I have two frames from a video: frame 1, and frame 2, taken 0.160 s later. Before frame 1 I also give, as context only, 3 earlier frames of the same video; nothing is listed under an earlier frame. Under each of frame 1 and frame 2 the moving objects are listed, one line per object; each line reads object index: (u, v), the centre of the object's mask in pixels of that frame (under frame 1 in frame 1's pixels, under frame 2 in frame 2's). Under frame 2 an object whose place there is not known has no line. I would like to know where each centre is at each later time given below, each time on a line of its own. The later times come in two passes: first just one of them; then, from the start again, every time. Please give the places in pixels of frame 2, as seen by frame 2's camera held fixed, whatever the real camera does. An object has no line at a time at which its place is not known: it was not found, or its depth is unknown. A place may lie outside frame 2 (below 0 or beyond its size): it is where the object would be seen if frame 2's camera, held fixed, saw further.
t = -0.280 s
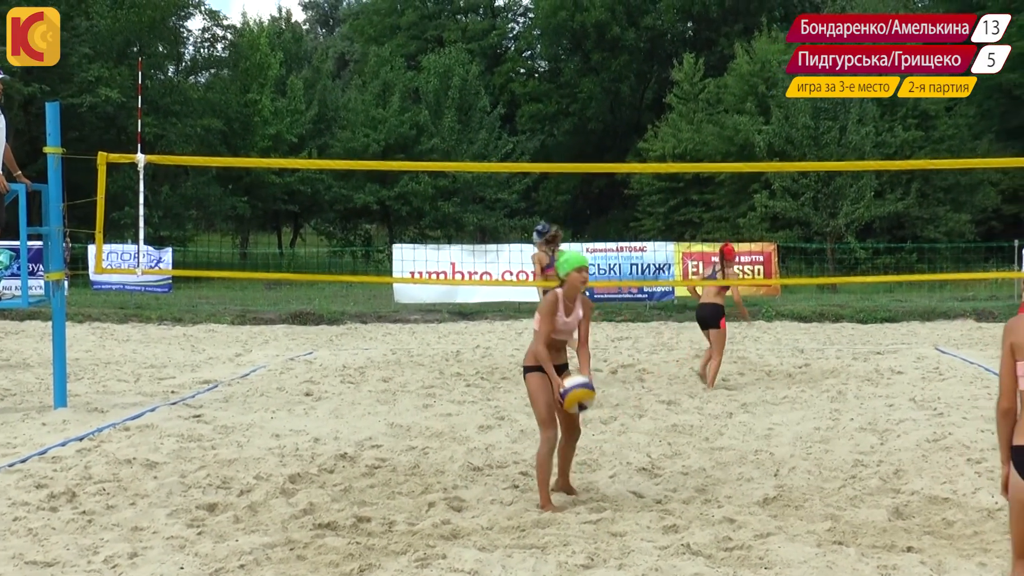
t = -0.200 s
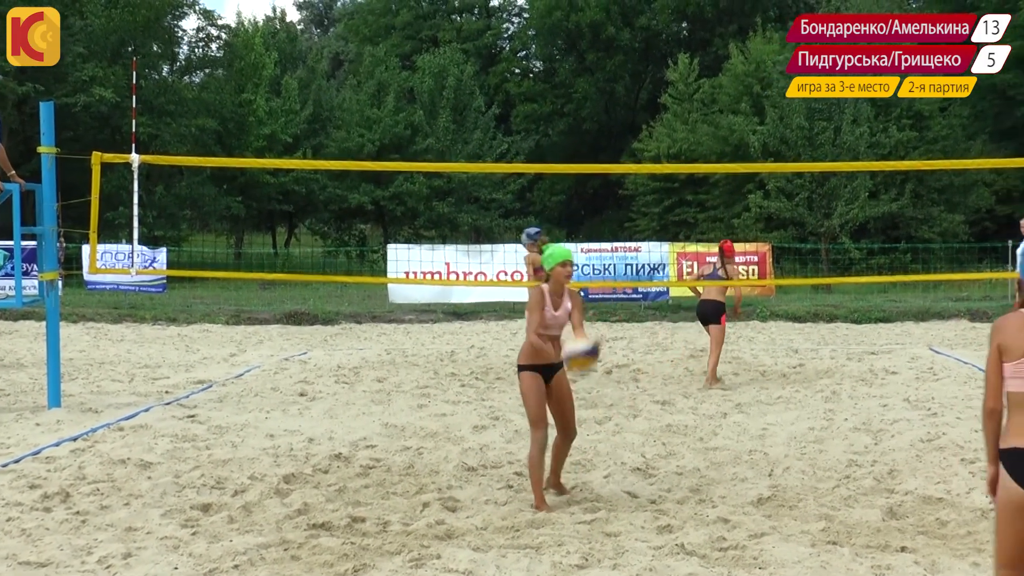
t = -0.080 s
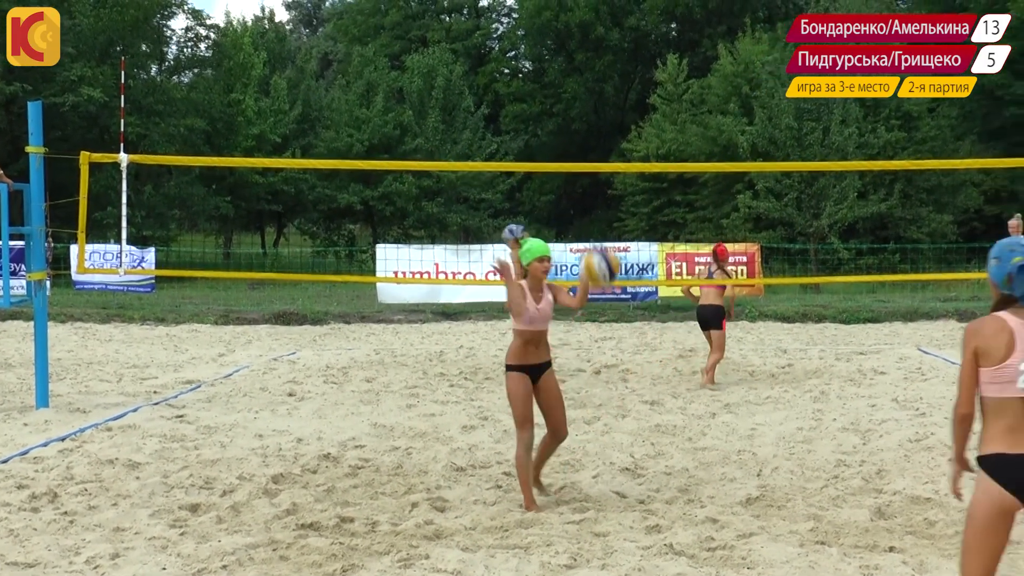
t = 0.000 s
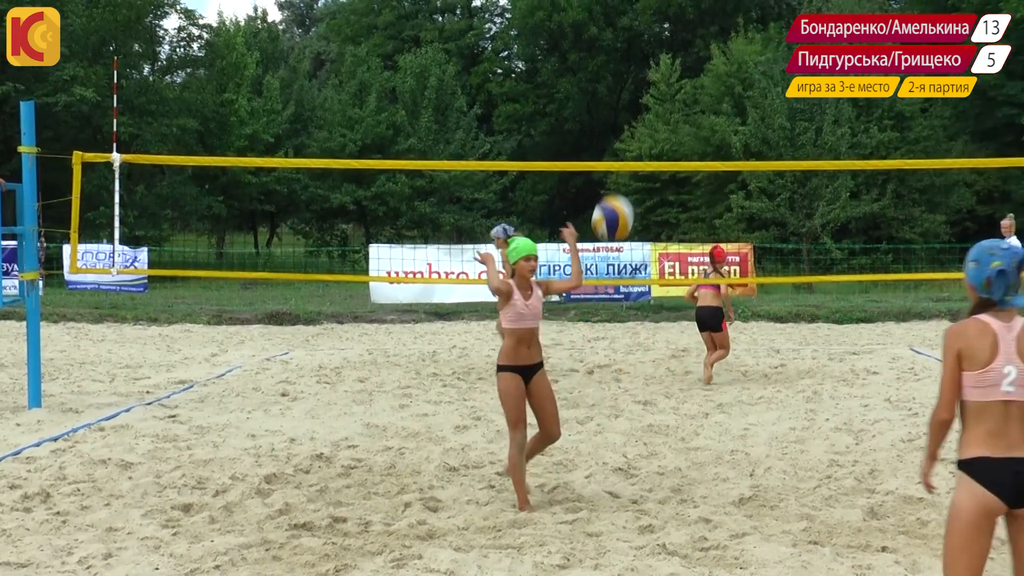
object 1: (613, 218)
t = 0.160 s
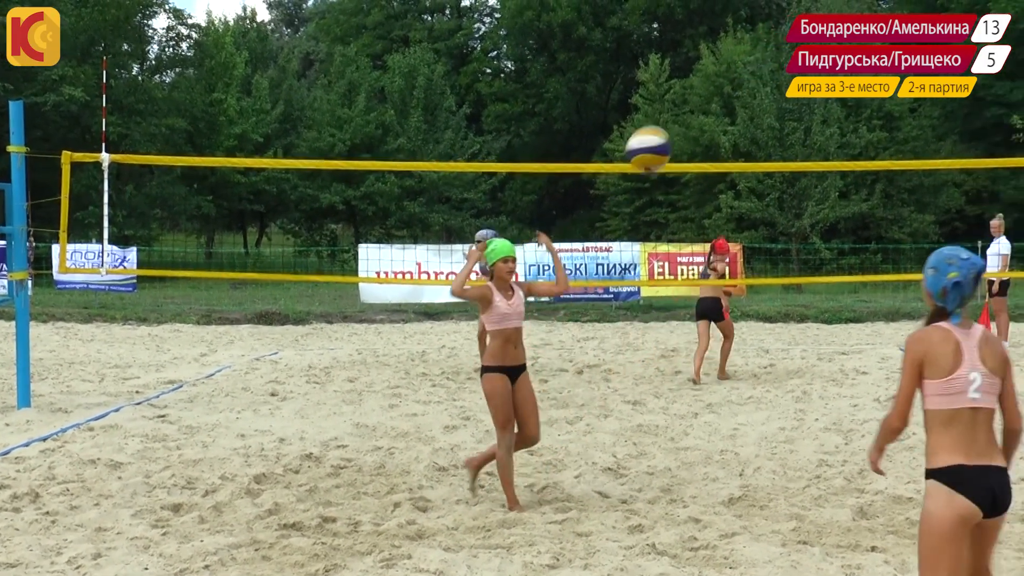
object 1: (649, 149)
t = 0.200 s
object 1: (663, 139)
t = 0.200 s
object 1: (663, 139)
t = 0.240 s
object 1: (680, 129)
